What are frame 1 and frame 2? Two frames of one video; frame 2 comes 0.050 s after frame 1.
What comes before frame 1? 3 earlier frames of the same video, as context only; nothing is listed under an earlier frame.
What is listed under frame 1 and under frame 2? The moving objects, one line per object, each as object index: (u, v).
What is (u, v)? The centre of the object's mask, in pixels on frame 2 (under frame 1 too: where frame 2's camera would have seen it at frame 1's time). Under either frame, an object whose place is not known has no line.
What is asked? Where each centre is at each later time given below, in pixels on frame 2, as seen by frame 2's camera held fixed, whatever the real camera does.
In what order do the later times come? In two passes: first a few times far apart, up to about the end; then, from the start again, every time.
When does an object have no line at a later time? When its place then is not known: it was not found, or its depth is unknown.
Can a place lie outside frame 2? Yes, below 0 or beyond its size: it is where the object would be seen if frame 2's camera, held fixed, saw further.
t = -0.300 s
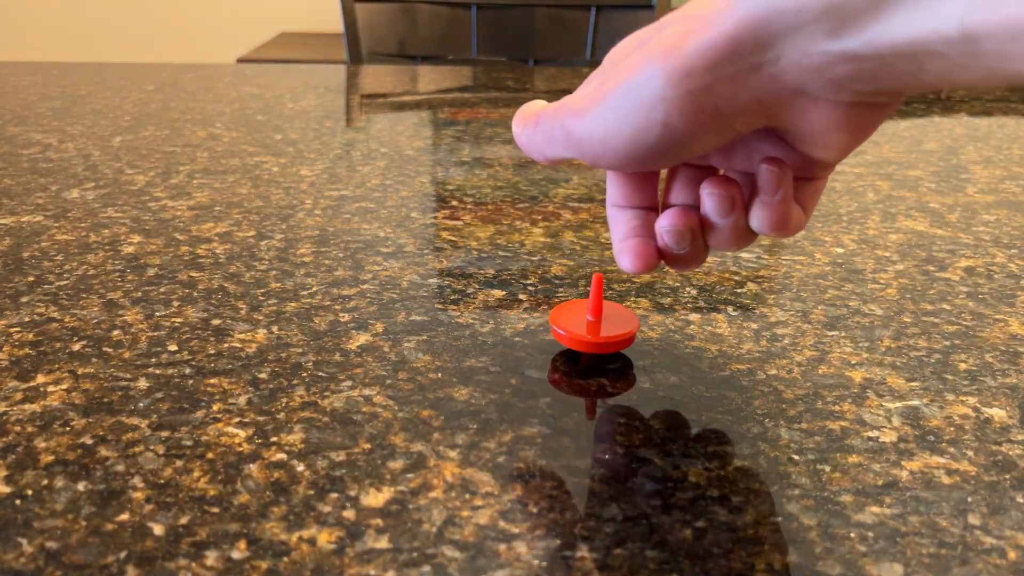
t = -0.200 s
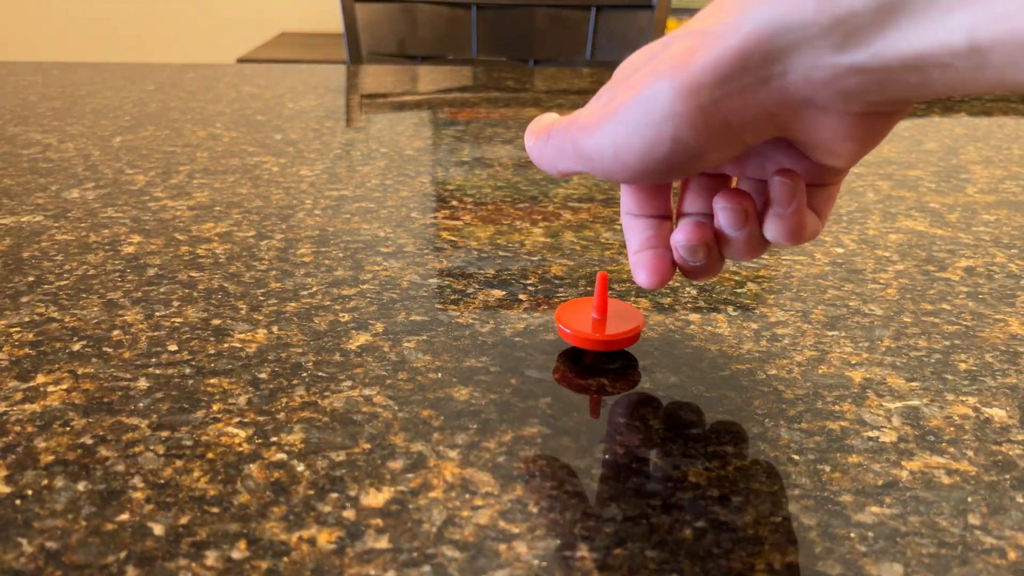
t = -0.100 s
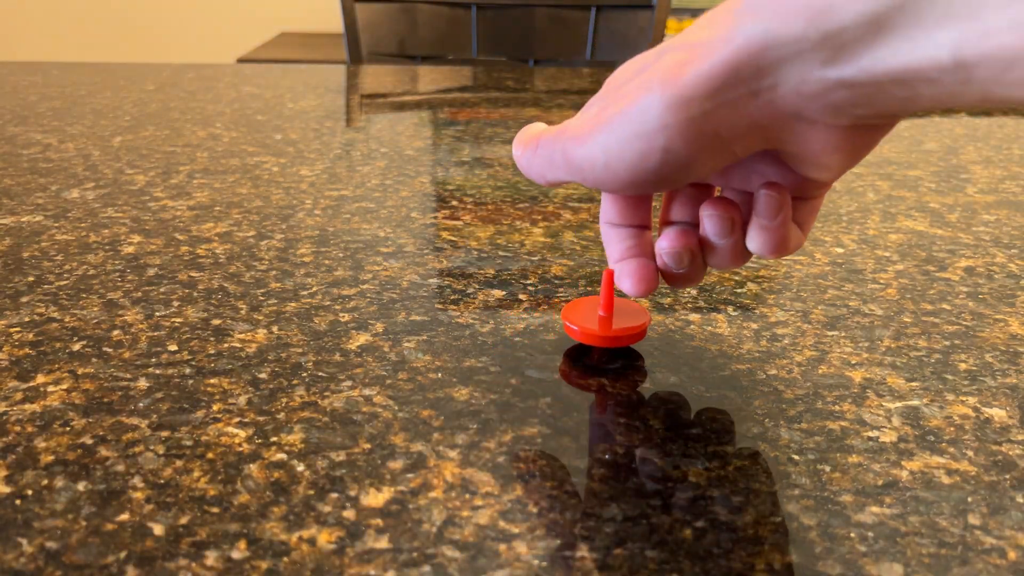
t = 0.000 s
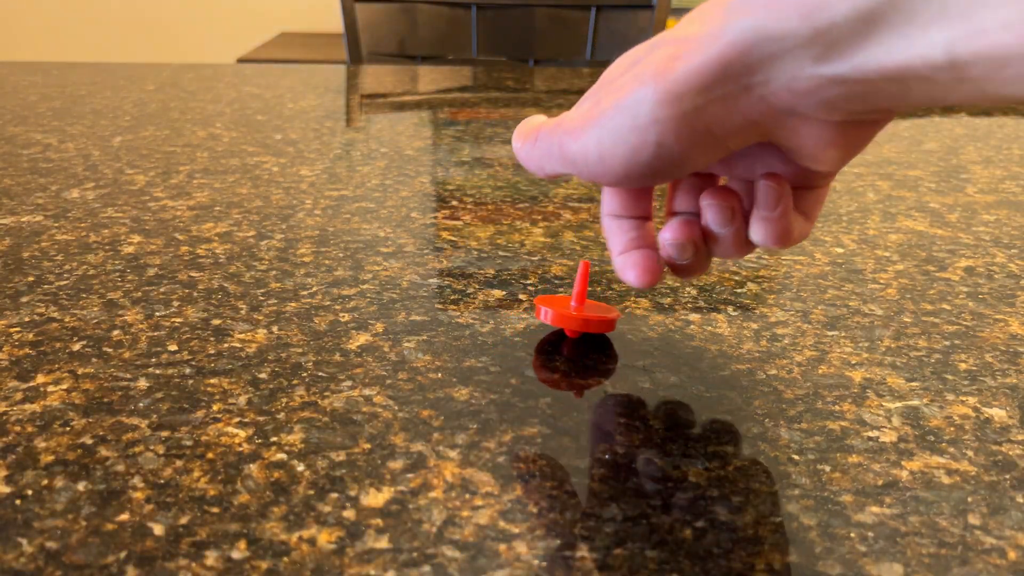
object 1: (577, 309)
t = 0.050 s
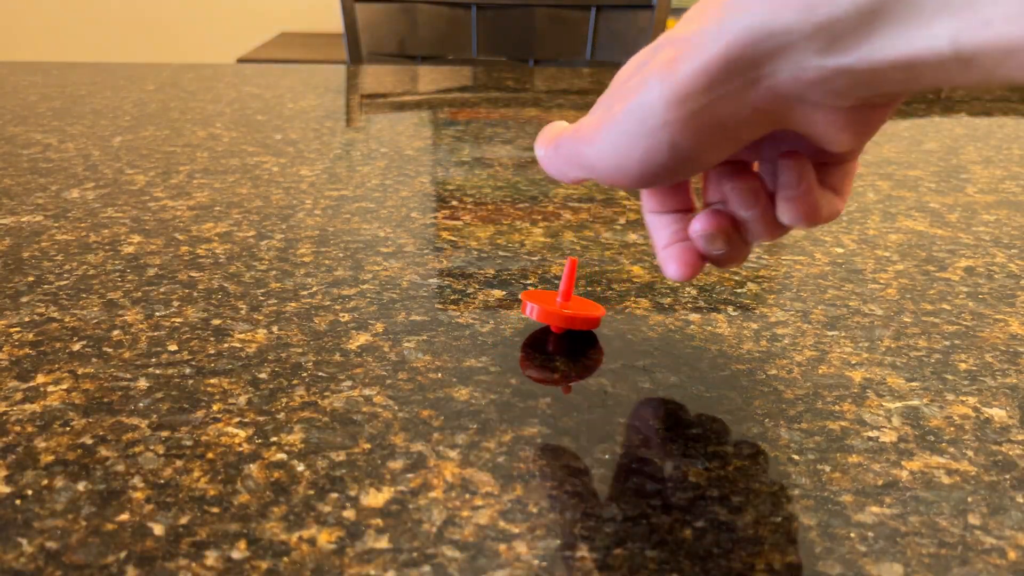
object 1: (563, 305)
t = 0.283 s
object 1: (522, 281)
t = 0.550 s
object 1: (533, 254)
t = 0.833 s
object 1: (594, 240)
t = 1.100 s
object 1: (667, 244)
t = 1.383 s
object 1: (731, 266)
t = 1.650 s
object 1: (744, 294)
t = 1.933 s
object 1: (692, 316)
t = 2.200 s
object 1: (613, 312)
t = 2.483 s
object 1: (559, 289)
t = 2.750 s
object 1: (564, 264)
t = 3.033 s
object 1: (616, 249)
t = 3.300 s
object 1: (683, 251)
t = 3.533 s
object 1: (737, 265)
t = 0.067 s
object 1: (558, 303)
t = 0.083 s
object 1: (554, 302)
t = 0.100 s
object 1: (550, 300)
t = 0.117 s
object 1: (546, 299)
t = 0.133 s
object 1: (543, 297)
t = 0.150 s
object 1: (540, 295)
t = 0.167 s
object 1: (537, 293)
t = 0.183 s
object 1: (534, 292)
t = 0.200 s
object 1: (532, 290)
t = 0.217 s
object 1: (529, 288)
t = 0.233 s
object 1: (527, 286)
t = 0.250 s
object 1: (525, 285)
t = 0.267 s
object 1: (523, 283)
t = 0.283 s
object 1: (522, 281)
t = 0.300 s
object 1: (521, 279)
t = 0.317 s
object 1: (520, 277)
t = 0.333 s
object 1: (520, 275)
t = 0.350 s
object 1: (519, 274)
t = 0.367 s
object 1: (519, 272)
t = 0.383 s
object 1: (519, 270)
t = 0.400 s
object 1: (519, 268)
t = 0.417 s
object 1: (520, 267)
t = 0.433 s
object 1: (521, 265)
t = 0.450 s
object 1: (522, 263)
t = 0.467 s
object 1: (523, 262)
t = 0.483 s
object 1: (525, 260)
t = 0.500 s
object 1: (526, 259)
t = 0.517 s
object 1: (528, 257)
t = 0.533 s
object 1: (530, 256)
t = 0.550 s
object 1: (533, 254)
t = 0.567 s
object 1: (535, 253)
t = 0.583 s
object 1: (538, 252)
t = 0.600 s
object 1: (541, 251)
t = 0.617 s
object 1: (544, 250)
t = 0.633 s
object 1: (547, 248)
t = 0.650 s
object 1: (550, 247)
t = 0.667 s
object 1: (553, 247)
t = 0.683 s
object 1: (557, 245)
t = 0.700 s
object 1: (561, 245)
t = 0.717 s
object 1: (564, 244)
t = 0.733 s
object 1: (568, 243)
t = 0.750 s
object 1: (572, 242)
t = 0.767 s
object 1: (576, 242)
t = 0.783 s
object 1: (581, 241)
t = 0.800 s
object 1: (585, 241)
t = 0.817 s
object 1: (589, 240)
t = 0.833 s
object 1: (594, 240)
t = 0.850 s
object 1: (598, 240)
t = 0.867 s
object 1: (602, 239)
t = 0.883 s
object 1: (607, 239)
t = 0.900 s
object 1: (611, 239)
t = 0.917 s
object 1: (616, 239)
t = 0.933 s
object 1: (621, 240)
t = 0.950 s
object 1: (625, 240)
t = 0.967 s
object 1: (630, 240)
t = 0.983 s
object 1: (635, 240)
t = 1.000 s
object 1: (640, 240)
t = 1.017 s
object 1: (645, 241)
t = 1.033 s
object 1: (649, 241)
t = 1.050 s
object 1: (654, 242)
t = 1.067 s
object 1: (659, 242)
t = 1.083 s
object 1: (663, 243)
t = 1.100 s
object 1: (667, 244)
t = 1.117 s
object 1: (672, 245)
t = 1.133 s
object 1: (677, 246)
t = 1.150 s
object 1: (681, 246)
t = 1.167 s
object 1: (686, 248)
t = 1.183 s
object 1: (689, 249)
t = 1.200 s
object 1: (694, 250)
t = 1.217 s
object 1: (698, 251)
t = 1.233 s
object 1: (701, 252)
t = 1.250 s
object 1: (705, 254)
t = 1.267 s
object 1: (709, 255)
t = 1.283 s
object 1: (713, 256)
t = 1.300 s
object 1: (716, 258)
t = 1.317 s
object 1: (719, 259)
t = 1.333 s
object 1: (723, 261)
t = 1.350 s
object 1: (726, 262)
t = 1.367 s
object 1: (728, 264)
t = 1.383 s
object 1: (731, 266)
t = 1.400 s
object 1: (734, 267)
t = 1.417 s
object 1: (736, 269)
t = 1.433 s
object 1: (738, 271)
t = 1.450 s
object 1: (739, 273)
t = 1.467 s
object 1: (741, 274)
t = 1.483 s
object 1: (743, 276)
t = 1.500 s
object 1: (744, 278)
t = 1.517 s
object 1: (745, 280)
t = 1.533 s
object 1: (746, 282)
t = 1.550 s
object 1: (746, 283)
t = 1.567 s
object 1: (747, 285)
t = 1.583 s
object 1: (747, 287)
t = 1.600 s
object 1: (746, 289)
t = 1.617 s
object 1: (746, 291)
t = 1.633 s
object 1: (745, 293)
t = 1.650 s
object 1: (744, 294)
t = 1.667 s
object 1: (743, 296)
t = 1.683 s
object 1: (741, 298)
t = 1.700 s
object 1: (740, 299)
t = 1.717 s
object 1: (738, 301)
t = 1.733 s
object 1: (735, 302)
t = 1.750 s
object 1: (733, 304)
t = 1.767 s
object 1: (731, 305)
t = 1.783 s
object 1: (728, 307)
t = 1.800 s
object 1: (725, 308)
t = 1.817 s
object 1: (721, 309)
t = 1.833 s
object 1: (718, 311)
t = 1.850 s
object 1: (714, 312)
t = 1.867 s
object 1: (710, 312)
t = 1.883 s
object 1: (706, 314)
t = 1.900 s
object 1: (702, 314)
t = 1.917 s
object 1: (697, 315)
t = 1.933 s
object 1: (692, 316)
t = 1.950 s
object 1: (688, 316)
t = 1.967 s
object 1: (683, 316)
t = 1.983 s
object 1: (678, 317)
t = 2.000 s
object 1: (673, 317)
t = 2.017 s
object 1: (668, 317)
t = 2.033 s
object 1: (663, 317)
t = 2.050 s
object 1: (658, 317)
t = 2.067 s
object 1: (653, 317)
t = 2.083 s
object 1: (648, 317)
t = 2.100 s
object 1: (643, 316)
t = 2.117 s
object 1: (638, 316)
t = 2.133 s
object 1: (633, 315)
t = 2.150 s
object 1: (628, 315)
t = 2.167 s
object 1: (623, 314)
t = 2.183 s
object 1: (618, 313)
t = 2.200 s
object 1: (613, 312)
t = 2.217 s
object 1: (609, 312)
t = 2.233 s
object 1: (604, 310)
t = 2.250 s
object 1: (600, 309)
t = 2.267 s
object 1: (596, 308)
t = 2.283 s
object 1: (592, 307)
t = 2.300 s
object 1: (588, 306)
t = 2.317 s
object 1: (584, 304)
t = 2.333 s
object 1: (581, 303)
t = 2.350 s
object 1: (577, 301)
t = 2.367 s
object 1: (575, 300)
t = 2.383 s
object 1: (572, 298)
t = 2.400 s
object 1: (569, 297)
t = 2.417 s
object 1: (567, 295)
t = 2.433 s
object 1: (565, 294)
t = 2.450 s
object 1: (563, 292)
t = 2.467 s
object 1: (561, 290)
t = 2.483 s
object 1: (559, 289)
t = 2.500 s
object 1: (558, 287)
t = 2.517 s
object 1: (557, 286)
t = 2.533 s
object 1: (556, 284)
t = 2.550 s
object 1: (555, 282)
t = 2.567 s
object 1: (555, 281)
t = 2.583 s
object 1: (554, 279)
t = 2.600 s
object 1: (554, 278)
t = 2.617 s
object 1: (555, 276)
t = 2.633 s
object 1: (555, 274)
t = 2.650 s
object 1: (556, 273)
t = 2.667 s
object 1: (556, 271)
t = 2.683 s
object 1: (557, 270)
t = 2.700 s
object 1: (559, 268)
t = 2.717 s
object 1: (560, 267)
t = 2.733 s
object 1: (562, 266)
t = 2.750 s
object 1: (564, 264)
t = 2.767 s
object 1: (565, 263)
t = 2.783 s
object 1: (567, 262)
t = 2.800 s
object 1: (570, 261)
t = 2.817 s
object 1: (572, 259)
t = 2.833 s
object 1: (575, 258)
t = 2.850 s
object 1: (578, 257)
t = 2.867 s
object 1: (580, 256)
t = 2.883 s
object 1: (583, 255)
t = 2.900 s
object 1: (587, 255)
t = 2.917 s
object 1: (590, 253)
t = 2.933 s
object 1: (593, 253)
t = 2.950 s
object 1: (596, 252)
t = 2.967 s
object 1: (600, 251)
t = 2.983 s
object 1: (604, 251)
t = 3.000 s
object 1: (607, 250)
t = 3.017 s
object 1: (611, 250)
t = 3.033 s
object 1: (616, 249)
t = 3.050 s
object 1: (619, 249)
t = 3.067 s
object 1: (623, 249)
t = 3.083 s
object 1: (628, 248)
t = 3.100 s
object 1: (631, 248)
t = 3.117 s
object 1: (636, 248)
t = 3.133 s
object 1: (640, 248)
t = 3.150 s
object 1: (644, 248)
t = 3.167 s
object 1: (649, 248)
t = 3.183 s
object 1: (653, 248)
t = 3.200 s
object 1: (657, 248)
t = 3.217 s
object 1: (662, 249)
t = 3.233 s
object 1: (666, 249)
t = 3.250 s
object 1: (670, 249)
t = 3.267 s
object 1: (675, 250)
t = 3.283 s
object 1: (679, 251)
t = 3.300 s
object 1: (683, 251)
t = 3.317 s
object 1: (688, 252)
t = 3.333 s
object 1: (692, 253)
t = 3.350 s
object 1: (696, 253)
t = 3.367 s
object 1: (701, 254)
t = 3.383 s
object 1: (704, 255)
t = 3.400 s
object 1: (708, 256)
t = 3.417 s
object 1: (712, 257)
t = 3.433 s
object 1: (716, 258)
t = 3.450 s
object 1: (720, 259)
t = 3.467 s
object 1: (724, 260)
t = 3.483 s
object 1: (727, 262)
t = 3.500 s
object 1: (731, 263)
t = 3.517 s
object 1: (734, 264)
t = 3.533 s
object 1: (737, 265)
